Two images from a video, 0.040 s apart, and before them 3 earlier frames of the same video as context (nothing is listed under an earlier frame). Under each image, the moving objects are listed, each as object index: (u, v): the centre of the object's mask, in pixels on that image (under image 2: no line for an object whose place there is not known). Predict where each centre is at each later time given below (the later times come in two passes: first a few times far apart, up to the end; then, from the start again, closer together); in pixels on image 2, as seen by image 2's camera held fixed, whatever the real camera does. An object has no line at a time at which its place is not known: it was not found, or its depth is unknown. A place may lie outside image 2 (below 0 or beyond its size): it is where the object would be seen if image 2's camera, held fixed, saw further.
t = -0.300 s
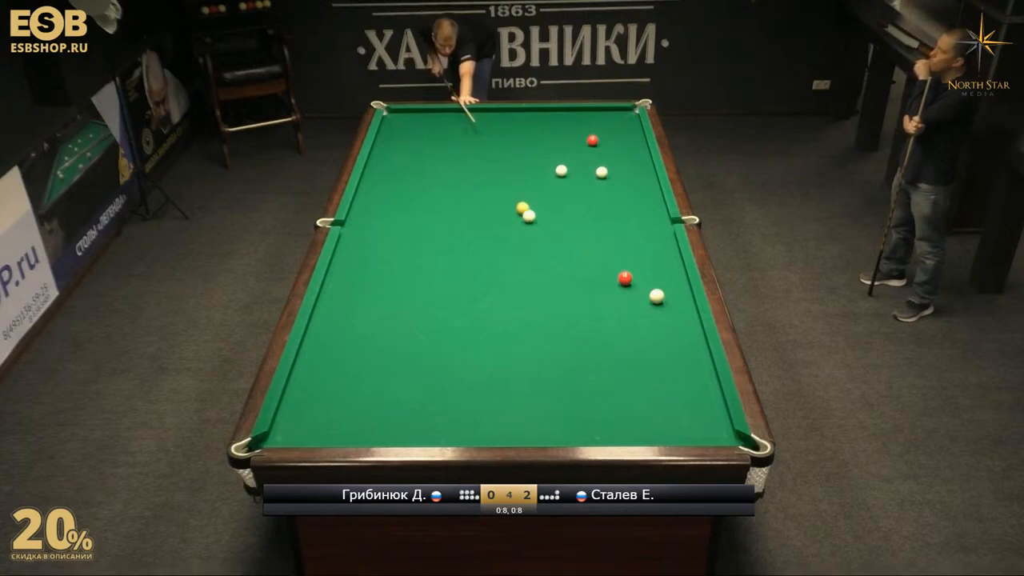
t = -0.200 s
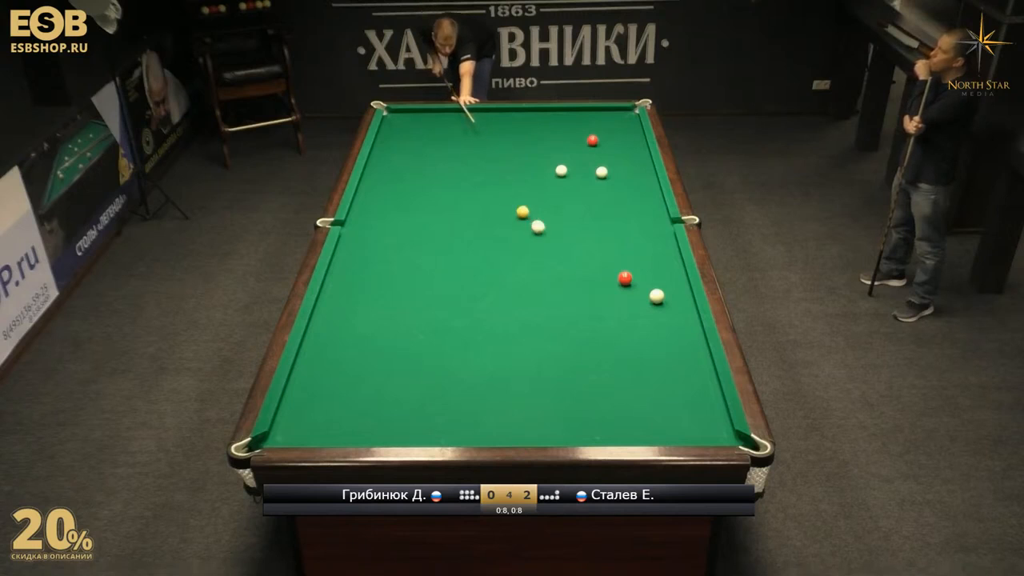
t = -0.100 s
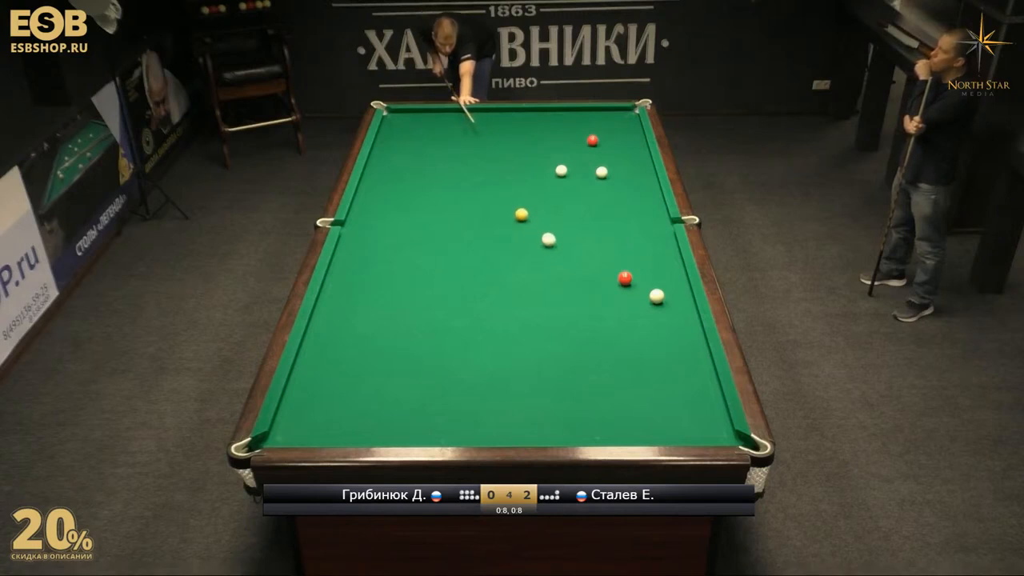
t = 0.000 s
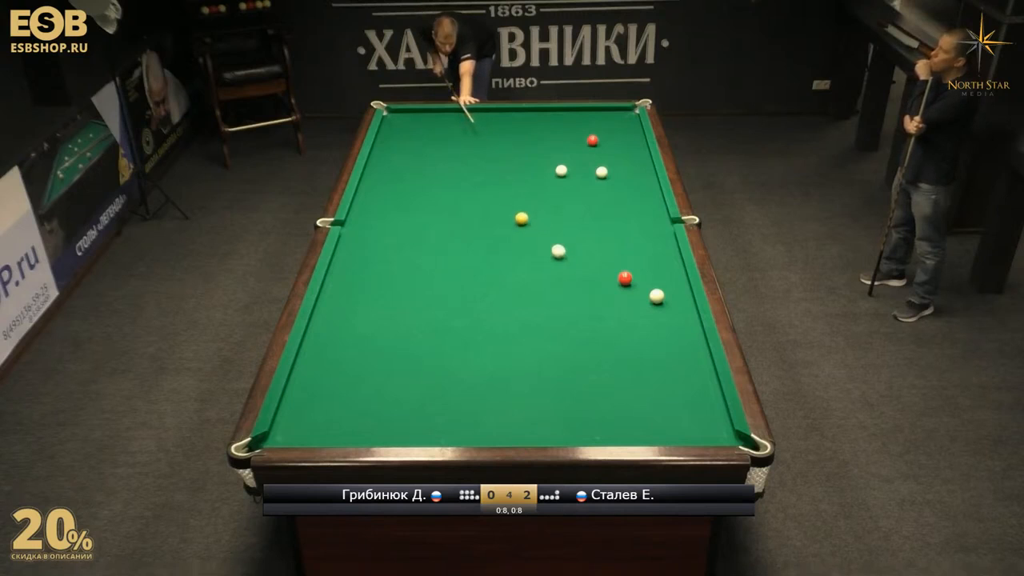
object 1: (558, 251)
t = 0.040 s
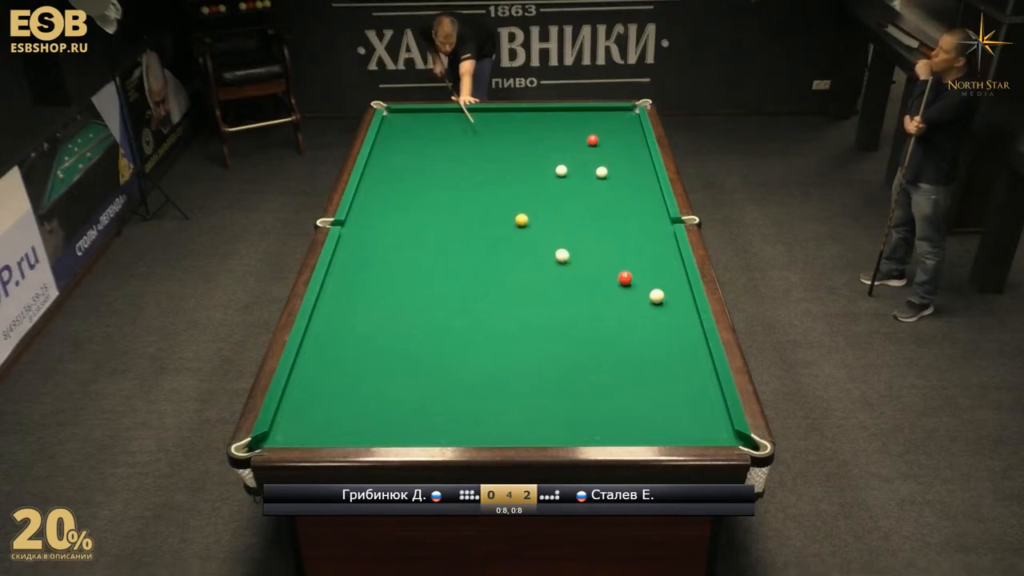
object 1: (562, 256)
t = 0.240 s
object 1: (580, 278)
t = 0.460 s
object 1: (602, 303)
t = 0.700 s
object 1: (627, 334)
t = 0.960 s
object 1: (658, 371)
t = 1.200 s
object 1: (689, 407)
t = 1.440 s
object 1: (713, 423)
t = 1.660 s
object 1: (716, 401)
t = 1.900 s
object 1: (703, 382)
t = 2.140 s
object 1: (691, 364)
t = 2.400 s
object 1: (679, 348)
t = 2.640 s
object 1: (669, 334)
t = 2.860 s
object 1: (660, 321)
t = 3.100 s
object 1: (653, 310)
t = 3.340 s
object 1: (644, 300)
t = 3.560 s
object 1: (633, 294)
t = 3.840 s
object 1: (620, 287)
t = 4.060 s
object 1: (611, 282)
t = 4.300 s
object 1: (602, 277)
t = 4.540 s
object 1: (593, 272)
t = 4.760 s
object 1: (586, 268)
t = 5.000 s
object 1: (579, 264)
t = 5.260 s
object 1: (572, 261)
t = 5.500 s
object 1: (566, 258)
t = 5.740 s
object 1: (561, 255)
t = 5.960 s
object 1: (556, 253)
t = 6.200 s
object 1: (553, 251)
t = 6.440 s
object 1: (549, 249)
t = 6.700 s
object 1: (546, 247)
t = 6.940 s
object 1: (543, 246)
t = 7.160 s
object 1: (542, 245)
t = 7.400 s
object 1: (540, 245)
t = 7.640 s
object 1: (539, 244)
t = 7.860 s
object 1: (539, 244)
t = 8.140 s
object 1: (539, 244)
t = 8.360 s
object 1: (539, 244)
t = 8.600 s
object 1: (539, 244)
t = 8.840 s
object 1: (539, 244)
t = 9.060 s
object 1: (539, 244)
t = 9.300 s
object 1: (539, 244)
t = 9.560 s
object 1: (539, 244)
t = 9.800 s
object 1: (539, 244)
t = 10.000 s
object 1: (539, 244)
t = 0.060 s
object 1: (563, 258)
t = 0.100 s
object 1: (567, 262)
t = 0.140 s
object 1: (571, 266)
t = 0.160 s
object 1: (573, 268)
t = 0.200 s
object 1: (576, 273)
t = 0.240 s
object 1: (580, 278)
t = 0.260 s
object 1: (582, 280)
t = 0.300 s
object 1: (586, 284)
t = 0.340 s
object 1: (590, 289)
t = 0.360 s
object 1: (592, 291)
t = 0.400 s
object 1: (596, 296)
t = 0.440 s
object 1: (600, 301)
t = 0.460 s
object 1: (602, 303)
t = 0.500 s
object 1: (606, 309)
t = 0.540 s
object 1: (610, 313)
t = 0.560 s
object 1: (612, 316)
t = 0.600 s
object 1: (616, 321)
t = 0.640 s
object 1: (621, 326)
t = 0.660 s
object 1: (623, 329)
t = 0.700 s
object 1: (627, 334)
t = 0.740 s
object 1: (632, 339)
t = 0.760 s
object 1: (634, 342)
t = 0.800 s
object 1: (639, 348)
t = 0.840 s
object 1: (644, 353)
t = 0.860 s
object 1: (646, 356)
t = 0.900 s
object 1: (651, 362)
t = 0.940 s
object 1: (656, 368)
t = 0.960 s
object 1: (658, 371)
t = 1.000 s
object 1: (663, 376)
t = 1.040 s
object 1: (668, 382)
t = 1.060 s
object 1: (671, 385)
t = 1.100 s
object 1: (676, 392)
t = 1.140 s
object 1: (681, 398)
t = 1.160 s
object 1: (684, 401)
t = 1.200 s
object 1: (689, 407)
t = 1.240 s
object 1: (695, 414)
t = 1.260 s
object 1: (697, 417)
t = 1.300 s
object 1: (703, 424)
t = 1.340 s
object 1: (708, 428)
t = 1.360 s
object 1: (711, 431)
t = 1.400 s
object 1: (712, 427)
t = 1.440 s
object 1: (713, 423)
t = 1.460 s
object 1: (713, 420)
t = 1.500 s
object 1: (714, 416)
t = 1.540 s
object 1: (716, 412)
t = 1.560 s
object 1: (716, 410)
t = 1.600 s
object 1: (717, 406)
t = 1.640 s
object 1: (717, 402)
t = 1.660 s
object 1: (716, 401)
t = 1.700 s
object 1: (713, 397)
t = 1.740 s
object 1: (711, 394)
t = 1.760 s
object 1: (710, 392)
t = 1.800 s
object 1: (708, 389)
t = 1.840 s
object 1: (706, 386)
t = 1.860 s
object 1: (705, 385)
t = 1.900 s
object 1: (703, 382)
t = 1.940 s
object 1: (701, 379)
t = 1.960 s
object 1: (700, 377)
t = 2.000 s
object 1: (698, 375)
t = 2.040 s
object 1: (696, 372)
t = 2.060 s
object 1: (695, 370)
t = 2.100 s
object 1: (693, 367)
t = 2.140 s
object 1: (691, 364)
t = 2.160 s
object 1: (690, 363)
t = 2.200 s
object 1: (688, 360)
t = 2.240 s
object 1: (686, 358)
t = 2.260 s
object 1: (685, 356)
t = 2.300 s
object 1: (683, 354)
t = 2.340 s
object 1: (682, 351)
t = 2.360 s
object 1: (681, 350)
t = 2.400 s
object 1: (679, 348)
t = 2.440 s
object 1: (677, 345)
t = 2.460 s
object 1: (677, 344)
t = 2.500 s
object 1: (675, 342)
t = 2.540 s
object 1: (673, 339)
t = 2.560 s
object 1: (672, 338)
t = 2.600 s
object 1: (671, 336)
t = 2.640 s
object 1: (669, 334)
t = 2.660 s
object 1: (669, 332)
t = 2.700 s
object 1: (667, 330)
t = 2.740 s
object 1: (666, 328)
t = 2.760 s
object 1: (665, 327)
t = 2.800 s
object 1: (663, 325)
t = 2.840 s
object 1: (662, 323)
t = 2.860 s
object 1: (660, 321)
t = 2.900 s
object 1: (660, 320)
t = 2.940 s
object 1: (658, 317)
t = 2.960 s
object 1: (658, 316)
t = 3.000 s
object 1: (656, 314)
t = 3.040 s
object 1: (655, 313)
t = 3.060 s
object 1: (654, 312)
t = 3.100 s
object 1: (653, 310)
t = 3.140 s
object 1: (652, 308)
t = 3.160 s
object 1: (651, 307)
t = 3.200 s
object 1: (649, 305)
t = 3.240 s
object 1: (648, 303)
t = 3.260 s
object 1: (647, 302)
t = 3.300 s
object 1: (645, 301)
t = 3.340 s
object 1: (644, 300)
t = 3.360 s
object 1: (643, 299)
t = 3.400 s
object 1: (641, 298)
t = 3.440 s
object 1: (639, 297)
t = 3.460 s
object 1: (638, 296)
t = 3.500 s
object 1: (636, 296)
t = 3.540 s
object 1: (634, 295)
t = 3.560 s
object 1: (633, 294)
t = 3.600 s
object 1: (631, 293)
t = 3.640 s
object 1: (629, 292)
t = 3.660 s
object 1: (628, 291)
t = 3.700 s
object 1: (626, 290)
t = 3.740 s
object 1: (625, 290)
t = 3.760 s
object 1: (624, 289)
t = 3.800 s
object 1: (622, 288)
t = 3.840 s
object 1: (620, 287)
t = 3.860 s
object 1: (619, 287)
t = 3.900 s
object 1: (617, 286)
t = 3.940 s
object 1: (616, 285)
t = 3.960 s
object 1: (615, 284)
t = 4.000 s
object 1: (613, 283)
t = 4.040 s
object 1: (611, 282)
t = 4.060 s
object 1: (611, 282)
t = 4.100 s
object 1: (609, 281)
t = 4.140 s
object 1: (608, 280)
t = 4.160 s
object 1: (607, 280)
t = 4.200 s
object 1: (606, 279)
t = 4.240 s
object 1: (604, 278)
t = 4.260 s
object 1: (603, 278)
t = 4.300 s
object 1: (602, 277)
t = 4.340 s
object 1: (600, 276)
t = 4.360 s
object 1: (600, 275)
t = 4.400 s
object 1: (598, 275)
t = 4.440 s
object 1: (597, 274)
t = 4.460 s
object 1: (596, 274)
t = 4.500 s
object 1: (595, 273)
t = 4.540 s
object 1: (593, 272)
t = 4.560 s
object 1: (593, 272)
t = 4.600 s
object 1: (591, 271)
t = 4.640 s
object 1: (590, 270)
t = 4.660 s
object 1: (589, 270)
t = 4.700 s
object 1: (588, 269)
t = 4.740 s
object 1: (587, 269)
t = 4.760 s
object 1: (586, 268)
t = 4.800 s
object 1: (585, 268)
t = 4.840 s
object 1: (584, 267)
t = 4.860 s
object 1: (583, 267)
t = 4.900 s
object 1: (582, 266)
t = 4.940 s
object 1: (581, 265)
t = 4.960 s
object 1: (580, 265)
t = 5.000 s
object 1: (579, 264)
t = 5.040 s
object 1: (578, 264)
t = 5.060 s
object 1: (577, 263)
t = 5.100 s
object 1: (576, 263)
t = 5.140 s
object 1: (575, 262)
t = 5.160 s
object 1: (575, 262)
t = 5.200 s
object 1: (574, 262)
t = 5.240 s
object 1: (573, 261)
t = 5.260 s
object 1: (572, 261)
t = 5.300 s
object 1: (571, 260)
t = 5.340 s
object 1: (570, 260)
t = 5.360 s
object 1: (570, 259)
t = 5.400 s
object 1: (568, 259)
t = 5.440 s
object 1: (567, 258)
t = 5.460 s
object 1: (567, 258)
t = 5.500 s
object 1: (566, 258)
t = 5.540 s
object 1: (565, 257)
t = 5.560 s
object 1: (565, 257)
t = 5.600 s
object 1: (564, 256)
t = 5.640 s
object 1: (563, 256)
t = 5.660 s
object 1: (563, 256)
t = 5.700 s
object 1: (562, 255)
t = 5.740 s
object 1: (561, 255)
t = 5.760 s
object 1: (560, 255)
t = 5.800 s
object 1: (560, 254)
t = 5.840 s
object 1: (559, 254)
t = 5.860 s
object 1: (559, 254)
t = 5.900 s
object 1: (558, 253)
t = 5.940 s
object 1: (557, 253)
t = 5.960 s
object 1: (556, 253)
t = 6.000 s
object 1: (556, 252)
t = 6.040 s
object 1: (555, 252)
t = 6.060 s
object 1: (555, 252)
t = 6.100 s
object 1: (554, 251)
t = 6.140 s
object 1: (553, 251)
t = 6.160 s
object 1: (553, 251)
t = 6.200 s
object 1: (553, 251)
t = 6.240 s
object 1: (552, 250)
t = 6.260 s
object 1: (552, 250)
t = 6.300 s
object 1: (551, 250)
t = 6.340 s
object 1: (551, 250)
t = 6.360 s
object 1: (550, 250)
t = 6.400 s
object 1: (550, 249)
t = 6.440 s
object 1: (549, 249)
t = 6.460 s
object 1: (549, 249)
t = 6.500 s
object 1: (548, 249)
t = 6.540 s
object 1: (548, 248)
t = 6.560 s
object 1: (547, 248)
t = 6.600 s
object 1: (547, 248)
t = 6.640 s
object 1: (547, 248)
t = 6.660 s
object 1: (546, 248)
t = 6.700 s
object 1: (546, 247)
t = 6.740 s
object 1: (545, 247)
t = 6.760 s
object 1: (545, 247)
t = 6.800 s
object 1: (545, 247)
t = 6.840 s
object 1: (544, 247)
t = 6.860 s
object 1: (544, 246)
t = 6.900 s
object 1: (544, 246)
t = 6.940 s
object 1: (543, 246)
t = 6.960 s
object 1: (543, 246)
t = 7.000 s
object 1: (543, 246)
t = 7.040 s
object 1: (543, 246)
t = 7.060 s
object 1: (542, 246)
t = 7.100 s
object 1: (542, 246)
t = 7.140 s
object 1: (542, 245)
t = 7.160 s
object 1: (542, 245)
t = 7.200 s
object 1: (541, 245)
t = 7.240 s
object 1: (541, 245)
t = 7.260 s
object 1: (541, 245)
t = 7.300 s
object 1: (541, 245)
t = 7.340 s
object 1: (540, 245)
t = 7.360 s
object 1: (540, 245)
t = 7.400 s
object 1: (540, 245)
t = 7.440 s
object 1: (540, 245)
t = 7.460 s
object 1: (540, 244)
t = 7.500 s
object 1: (540, 244)
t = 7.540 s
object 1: (539, 244)
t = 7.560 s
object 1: (539, 244)
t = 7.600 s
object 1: (539, 244)
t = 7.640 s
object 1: (539, 244)
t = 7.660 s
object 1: (539, 244)
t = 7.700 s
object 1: (539, 244)
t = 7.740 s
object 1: (539, 244)
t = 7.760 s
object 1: (539, 244)
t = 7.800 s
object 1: (539, 244)
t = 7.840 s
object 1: (539, 244)
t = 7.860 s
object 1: (539, 244)
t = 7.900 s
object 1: (539, 244)
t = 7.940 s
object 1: (539, 244)
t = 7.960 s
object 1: (539, 244)
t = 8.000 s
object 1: (539, 244)
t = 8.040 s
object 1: (539, 244)
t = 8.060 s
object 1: (539, 244)
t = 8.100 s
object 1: (539, 244)
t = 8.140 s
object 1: (539, 244)
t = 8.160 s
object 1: (539, 244)
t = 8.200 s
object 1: (539, 244)
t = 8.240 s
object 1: (539, 244)
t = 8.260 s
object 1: (539, 244)
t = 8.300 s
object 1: (539, 244)
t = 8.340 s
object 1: (539, 244)
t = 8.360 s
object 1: (539, 244)
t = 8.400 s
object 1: (539, 244)
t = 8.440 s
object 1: (539, 244)
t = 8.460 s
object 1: (539, 244)
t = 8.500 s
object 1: (539, 244)
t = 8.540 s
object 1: (539, 244)
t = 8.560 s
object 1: (539, 244)
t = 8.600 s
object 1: (539, 244)
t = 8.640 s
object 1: (539, 244)
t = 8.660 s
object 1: (539, 244)
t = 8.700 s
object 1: (539, 244)
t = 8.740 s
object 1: (539, 244)
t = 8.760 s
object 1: (539, 244)
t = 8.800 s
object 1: (539, 244)
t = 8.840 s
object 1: (539, 244)
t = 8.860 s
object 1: (539, 244)
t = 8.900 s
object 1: (539, 244)
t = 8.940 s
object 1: (539, 244)
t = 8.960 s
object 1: (539, 244)
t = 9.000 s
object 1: (539, 244)
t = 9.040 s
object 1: (539, 244)
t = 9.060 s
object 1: (539, 244)
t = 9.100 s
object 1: (539, 244)
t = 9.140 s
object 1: (539, 244)
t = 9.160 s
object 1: (539, 244)
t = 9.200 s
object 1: (539, 244)
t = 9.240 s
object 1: (539, 244)
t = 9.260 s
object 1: (539, 244)
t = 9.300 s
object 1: (539, 244)
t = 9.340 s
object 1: (539, 244)
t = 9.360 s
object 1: (539, 244)
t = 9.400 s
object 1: (539, 244)
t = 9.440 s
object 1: (539, 244)
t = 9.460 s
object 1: (539, 244)
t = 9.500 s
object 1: (539, 244)
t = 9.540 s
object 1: (539, 244)
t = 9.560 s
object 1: (539, 244)
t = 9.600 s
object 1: (539, 244)
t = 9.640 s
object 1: (539, 244)
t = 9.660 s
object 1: (539, 244)
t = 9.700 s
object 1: (539, 244)
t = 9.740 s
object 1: (539, 244)
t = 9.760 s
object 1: (539, 244)
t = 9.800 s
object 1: (539, 244)
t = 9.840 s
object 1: (539, 244)
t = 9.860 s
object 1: (539, 244)
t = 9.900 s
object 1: (539, 244)
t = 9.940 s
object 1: (539, 244)
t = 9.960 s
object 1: (539, 244)
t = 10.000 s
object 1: (539, 244)
